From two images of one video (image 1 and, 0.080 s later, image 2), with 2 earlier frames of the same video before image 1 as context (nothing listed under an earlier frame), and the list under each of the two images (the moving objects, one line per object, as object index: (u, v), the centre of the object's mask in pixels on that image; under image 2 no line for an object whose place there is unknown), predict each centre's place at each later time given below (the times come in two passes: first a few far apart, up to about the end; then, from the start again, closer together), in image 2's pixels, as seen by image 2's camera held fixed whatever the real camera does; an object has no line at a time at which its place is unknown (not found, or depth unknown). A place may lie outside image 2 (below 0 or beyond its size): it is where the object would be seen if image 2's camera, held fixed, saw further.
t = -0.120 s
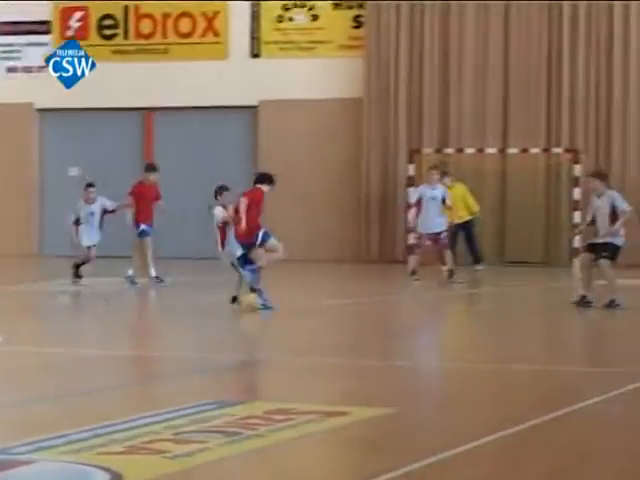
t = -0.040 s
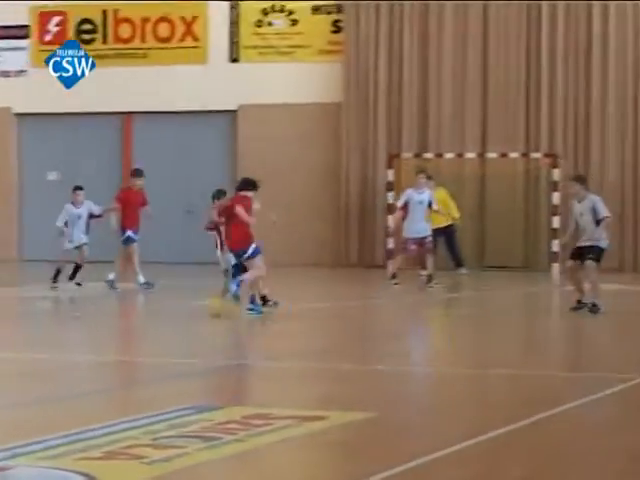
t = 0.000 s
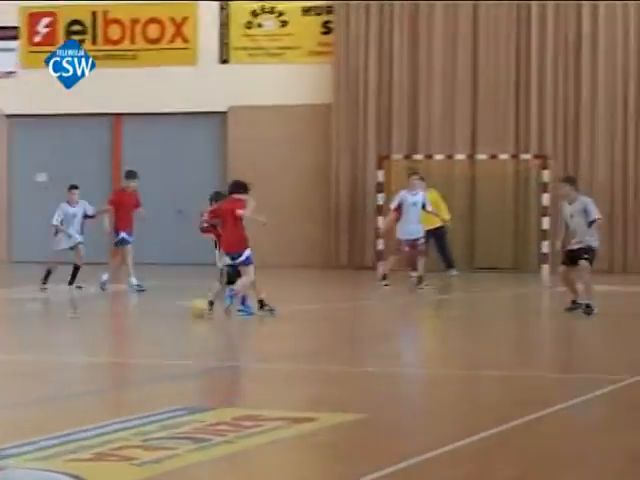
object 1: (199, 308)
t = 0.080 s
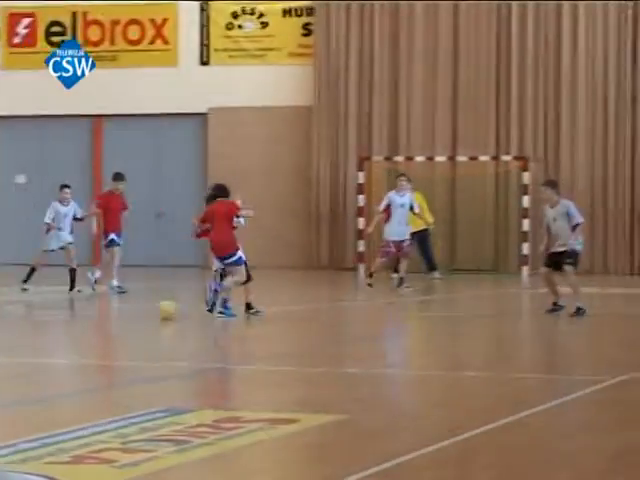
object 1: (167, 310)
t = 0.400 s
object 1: (112, 311)
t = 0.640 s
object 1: (73, 312)
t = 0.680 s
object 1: (65, 312)
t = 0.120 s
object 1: (159, 310)
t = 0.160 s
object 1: (152, 310)
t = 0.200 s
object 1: (146, 310)
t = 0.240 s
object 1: (138, 311)
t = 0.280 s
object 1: (133, 311)
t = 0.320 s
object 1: (126, 311)
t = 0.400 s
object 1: (112, 311)
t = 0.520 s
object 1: (92, 312)
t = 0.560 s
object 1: (85, 311)
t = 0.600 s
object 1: (79, 312)
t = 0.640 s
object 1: (73, 312)
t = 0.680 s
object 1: (65, 312)
